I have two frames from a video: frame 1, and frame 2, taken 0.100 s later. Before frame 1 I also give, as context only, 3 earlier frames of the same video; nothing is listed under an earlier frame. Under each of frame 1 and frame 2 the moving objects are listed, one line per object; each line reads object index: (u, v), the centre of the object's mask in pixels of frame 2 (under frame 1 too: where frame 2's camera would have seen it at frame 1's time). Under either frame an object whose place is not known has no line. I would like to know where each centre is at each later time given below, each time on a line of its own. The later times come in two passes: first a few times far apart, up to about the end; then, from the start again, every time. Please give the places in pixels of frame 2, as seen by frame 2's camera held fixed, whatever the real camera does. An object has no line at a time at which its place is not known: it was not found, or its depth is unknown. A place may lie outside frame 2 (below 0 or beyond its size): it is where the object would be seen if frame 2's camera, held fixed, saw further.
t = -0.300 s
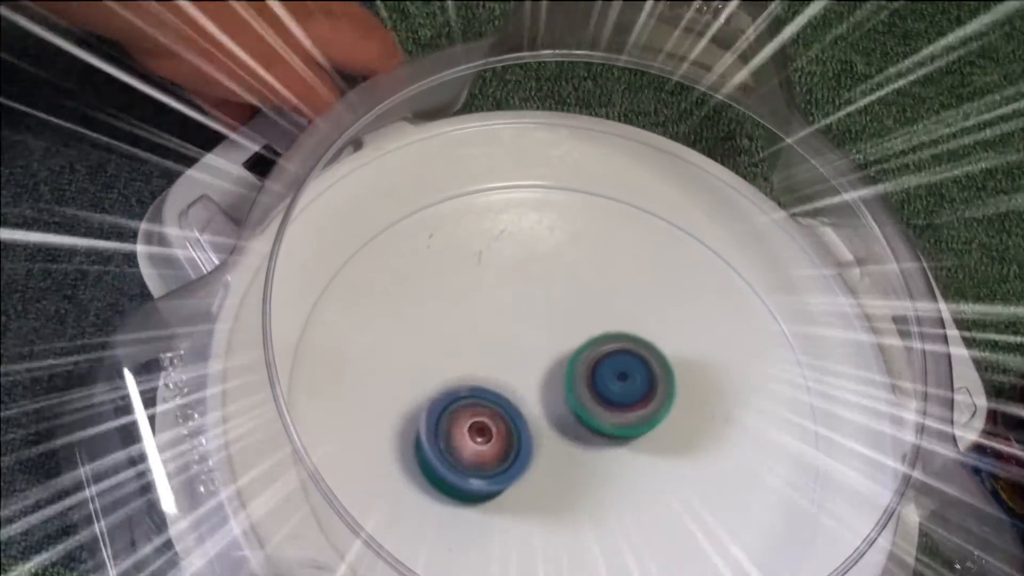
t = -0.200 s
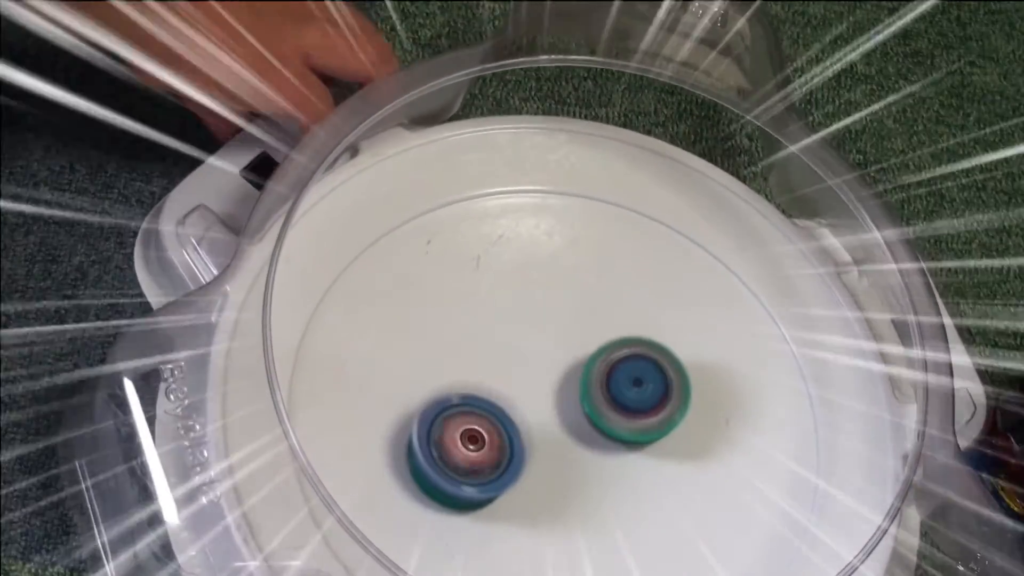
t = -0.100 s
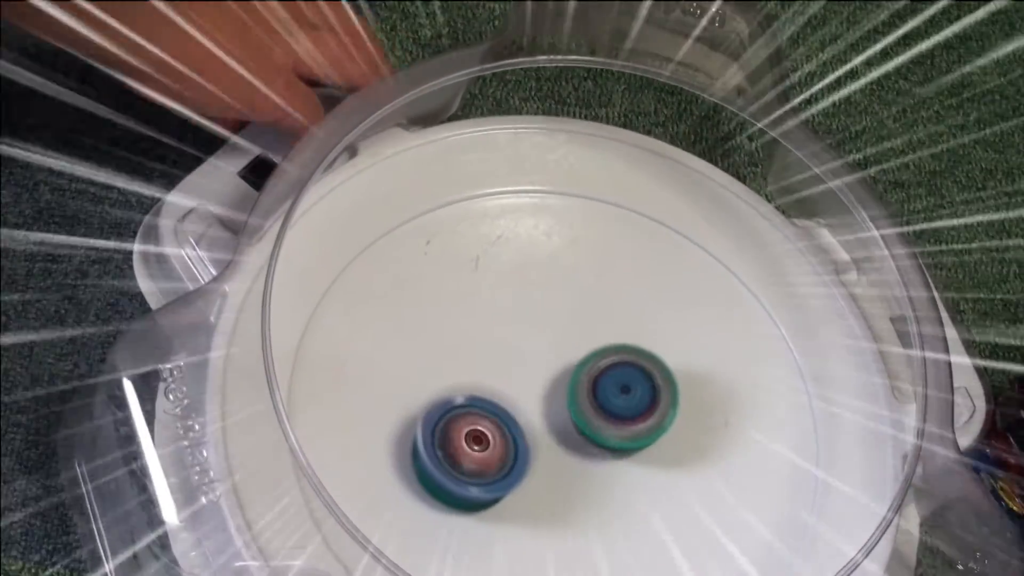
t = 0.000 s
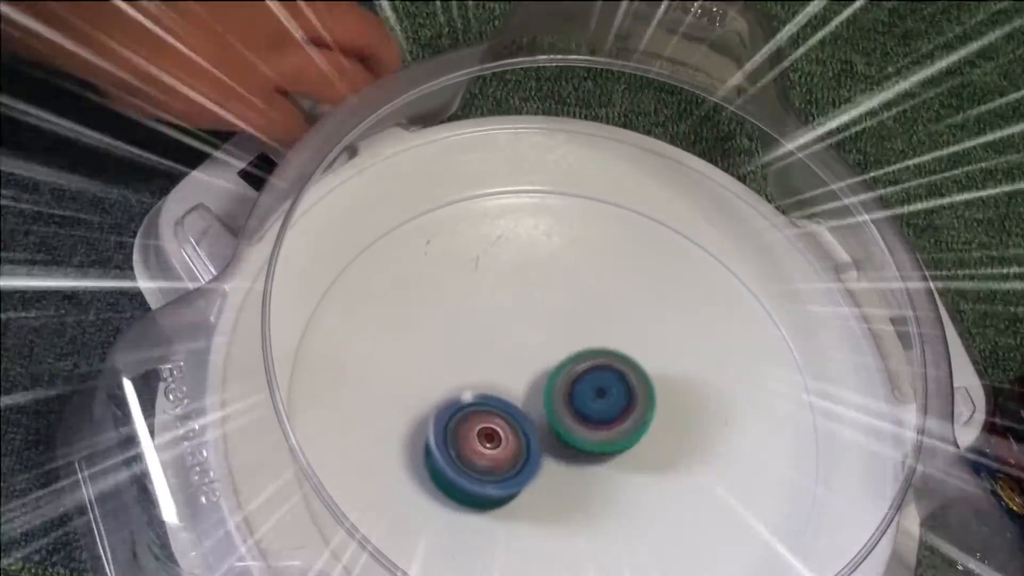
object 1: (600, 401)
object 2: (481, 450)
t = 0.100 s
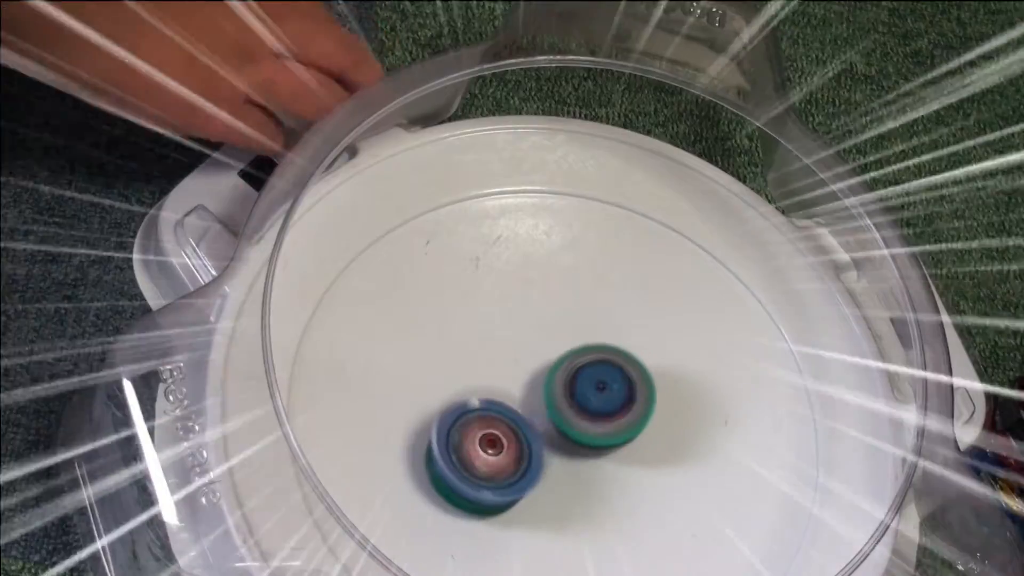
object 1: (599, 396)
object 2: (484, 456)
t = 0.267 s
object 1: (615, 403)
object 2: (495, 458)
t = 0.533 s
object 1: (612, 414)
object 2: (494, 472)
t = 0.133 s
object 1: (604, 394)
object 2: (483, 457)
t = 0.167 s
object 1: (609, 394)
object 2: (485, 458)
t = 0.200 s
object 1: (613, 396)
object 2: (487, 458)
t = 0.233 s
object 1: (614, 399)
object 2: (490, 458)
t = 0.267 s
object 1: (615, 403)
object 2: (495, 458)
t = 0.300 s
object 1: (614, 406)
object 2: (499, 457)
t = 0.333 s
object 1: (613, 410)
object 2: (505, 456)
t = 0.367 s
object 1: (618, 409)
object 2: (501, 460)
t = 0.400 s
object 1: (622, 409)
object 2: (498, 464)
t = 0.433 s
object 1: (623, 411)
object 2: (496, 466)
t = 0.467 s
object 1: (621, 411)
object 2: (495, 468)
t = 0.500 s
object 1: (617, 413)
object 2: (495, 470)
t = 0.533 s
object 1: (612, 414)
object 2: (494, 472)
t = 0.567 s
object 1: (606, 415)
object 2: (495, 473)
